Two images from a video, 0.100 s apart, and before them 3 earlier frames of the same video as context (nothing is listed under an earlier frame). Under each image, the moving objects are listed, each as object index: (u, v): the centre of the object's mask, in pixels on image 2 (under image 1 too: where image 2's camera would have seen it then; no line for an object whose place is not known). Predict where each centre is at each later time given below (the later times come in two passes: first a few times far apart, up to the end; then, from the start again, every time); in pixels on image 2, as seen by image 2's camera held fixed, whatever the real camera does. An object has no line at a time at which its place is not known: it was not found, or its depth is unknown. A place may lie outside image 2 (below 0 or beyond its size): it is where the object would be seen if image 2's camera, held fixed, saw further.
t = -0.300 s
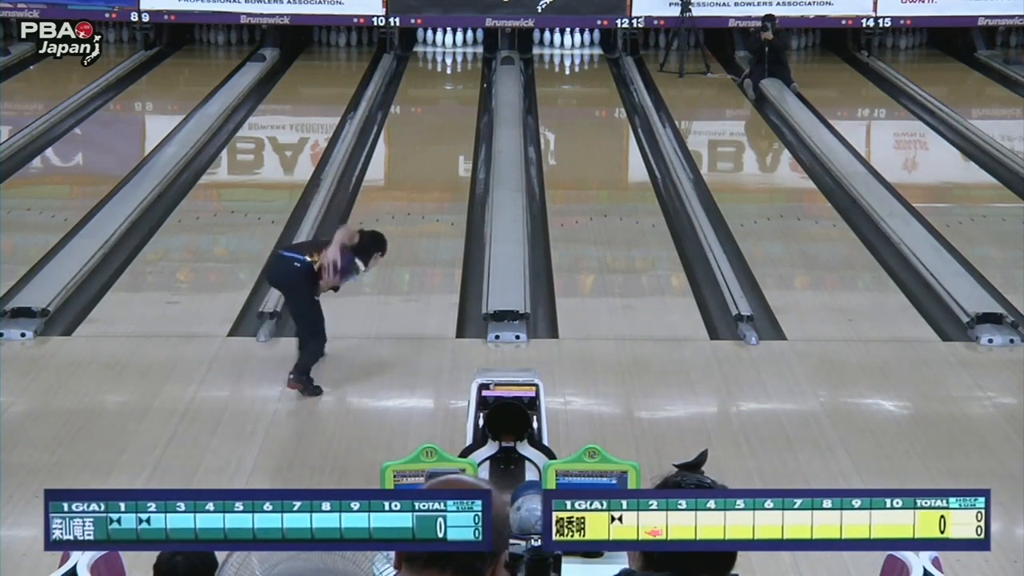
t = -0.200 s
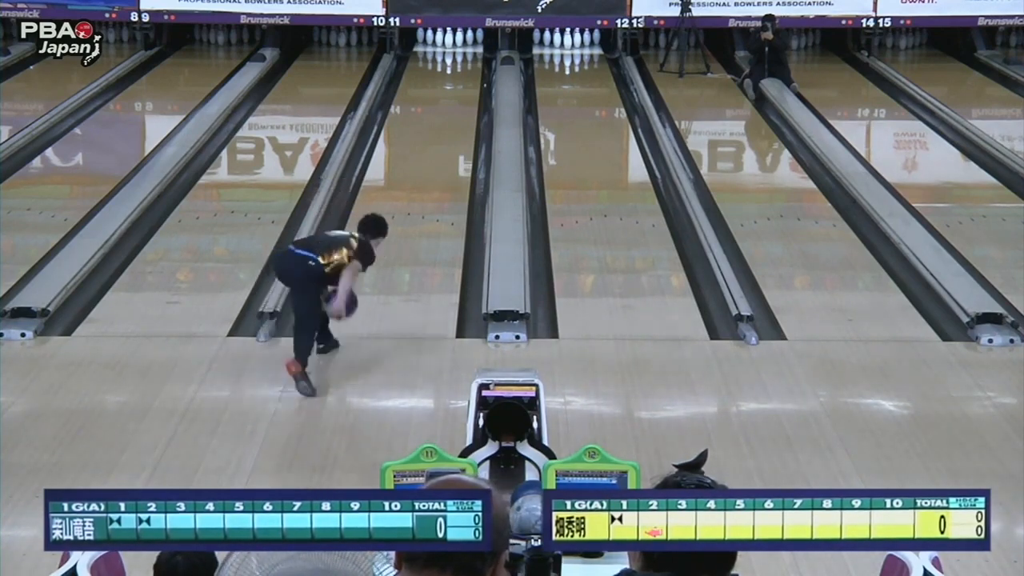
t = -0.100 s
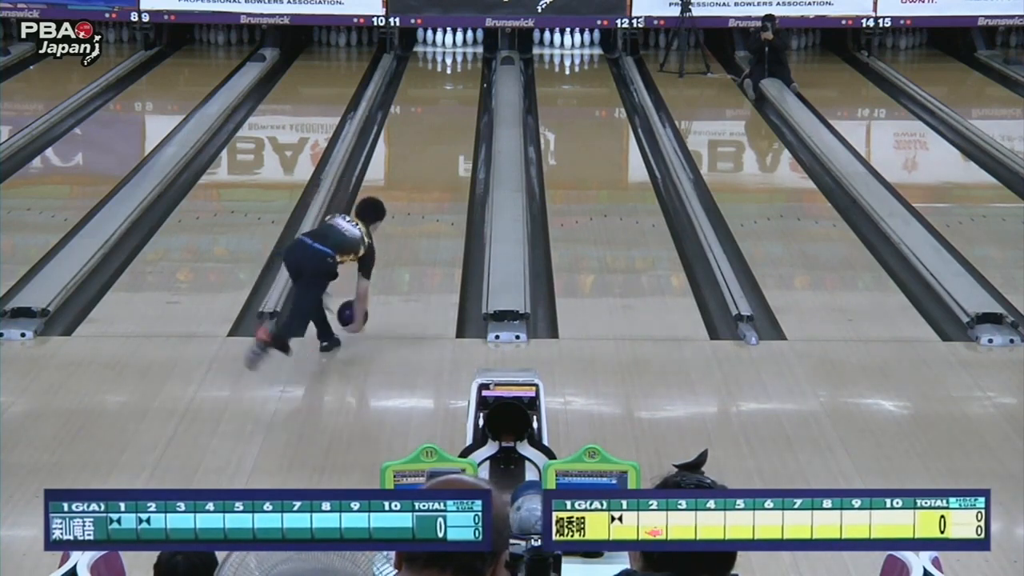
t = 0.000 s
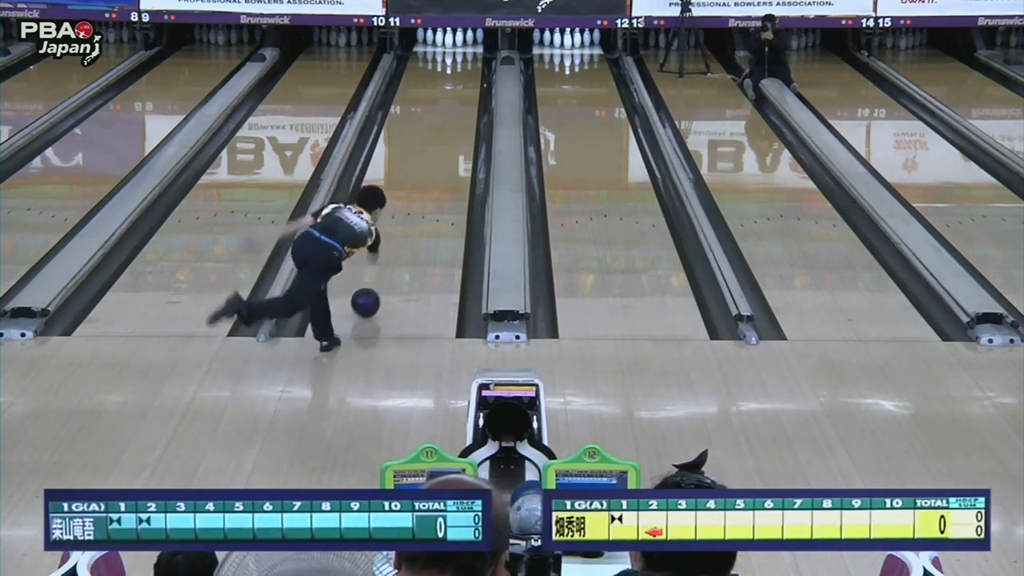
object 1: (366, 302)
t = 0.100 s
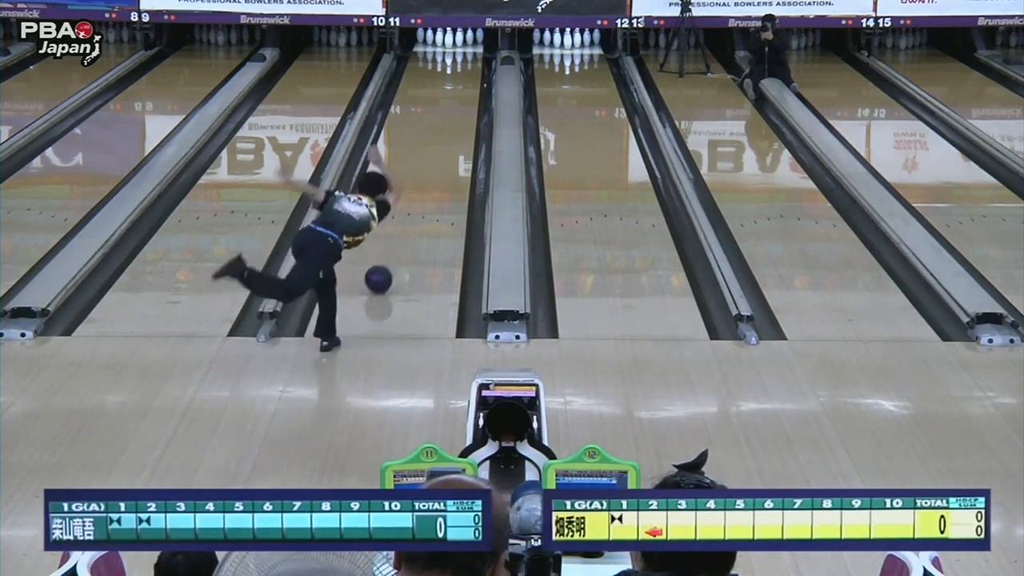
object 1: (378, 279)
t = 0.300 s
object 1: (400, 238)
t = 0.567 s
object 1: (423, 193)
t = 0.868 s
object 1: (443, 153)
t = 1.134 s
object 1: (456, 123)
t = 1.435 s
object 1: (464, 96)
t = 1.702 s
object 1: (465, 76)
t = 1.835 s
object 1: (463, 67)
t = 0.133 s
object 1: (382, 272)
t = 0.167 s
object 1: (386, 264)
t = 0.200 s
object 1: (390, 257)
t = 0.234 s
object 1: (393, 250)
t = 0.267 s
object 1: (397, 244)
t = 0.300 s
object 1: (400, 238)
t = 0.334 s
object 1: (403, 232)
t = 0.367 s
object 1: (407, 225)
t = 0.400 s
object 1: (410, 219)
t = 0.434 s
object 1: (413, 214)
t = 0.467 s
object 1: (415, 208)
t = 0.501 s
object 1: (418, 203)
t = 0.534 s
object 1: (421, 198)
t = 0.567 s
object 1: (423, 193)
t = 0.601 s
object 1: (426, 188)
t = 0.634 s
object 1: (428, 183)
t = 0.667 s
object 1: (430, 179)
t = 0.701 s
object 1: (433, 174)
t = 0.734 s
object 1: (435, 170)
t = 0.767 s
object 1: (437, 165)
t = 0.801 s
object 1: (439, 161)
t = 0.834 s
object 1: (441, 157)
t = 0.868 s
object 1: (443, 153)
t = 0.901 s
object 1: (445, 149)
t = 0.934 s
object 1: (446, 145)
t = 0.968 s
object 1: (448, 141)
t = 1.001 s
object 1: (450, 137)
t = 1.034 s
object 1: (452, 134)
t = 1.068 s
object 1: (453, 130)
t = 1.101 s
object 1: (454, 127)
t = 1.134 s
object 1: (456, 123)
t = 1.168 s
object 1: (457, 120)
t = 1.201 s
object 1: (458, 117)
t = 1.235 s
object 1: (459, 113)
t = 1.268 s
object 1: (460, 110)
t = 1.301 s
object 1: (461, 107)
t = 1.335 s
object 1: (462, 104)
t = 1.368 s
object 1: (463, 101)
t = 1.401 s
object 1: (463, 98)
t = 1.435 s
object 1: (464, 96)
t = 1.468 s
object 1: (464, 93)
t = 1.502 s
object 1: (465, 91)
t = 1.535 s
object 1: (465, 88)
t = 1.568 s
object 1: (465, 85)
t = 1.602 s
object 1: (466, 83)
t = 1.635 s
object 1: (465, 80)
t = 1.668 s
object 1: (465, 78)
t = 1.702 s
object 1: (465, 76)
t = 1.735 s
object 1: (465, 73)
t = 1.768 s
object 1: (465, 71)
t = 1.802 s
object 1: (464, 69)
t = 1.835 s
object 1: (463, 67)
